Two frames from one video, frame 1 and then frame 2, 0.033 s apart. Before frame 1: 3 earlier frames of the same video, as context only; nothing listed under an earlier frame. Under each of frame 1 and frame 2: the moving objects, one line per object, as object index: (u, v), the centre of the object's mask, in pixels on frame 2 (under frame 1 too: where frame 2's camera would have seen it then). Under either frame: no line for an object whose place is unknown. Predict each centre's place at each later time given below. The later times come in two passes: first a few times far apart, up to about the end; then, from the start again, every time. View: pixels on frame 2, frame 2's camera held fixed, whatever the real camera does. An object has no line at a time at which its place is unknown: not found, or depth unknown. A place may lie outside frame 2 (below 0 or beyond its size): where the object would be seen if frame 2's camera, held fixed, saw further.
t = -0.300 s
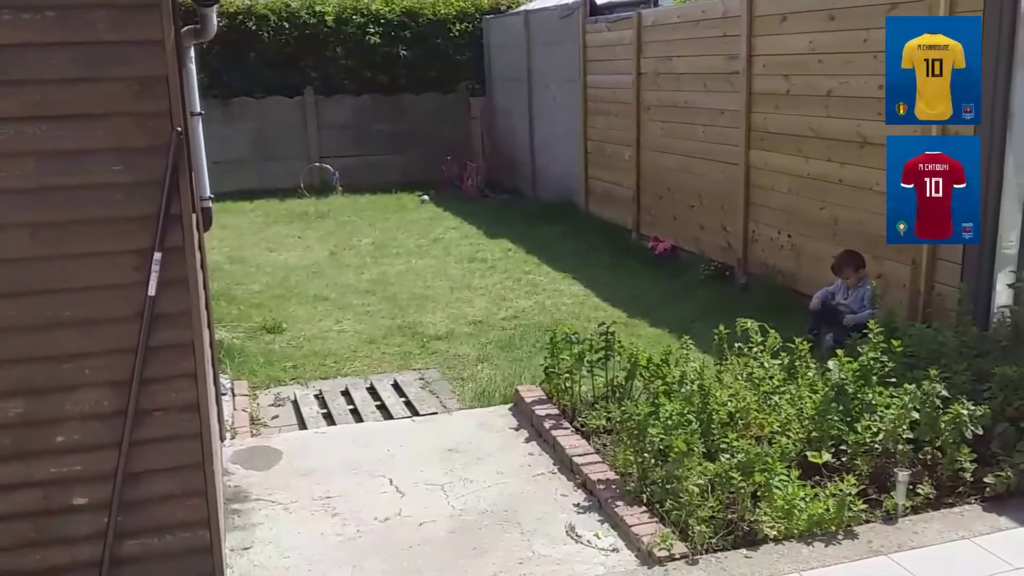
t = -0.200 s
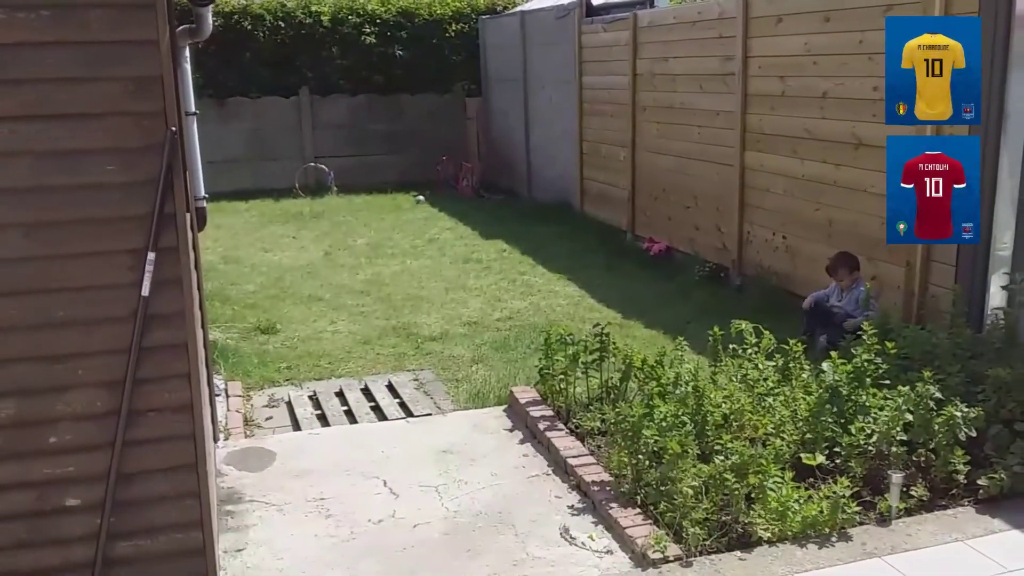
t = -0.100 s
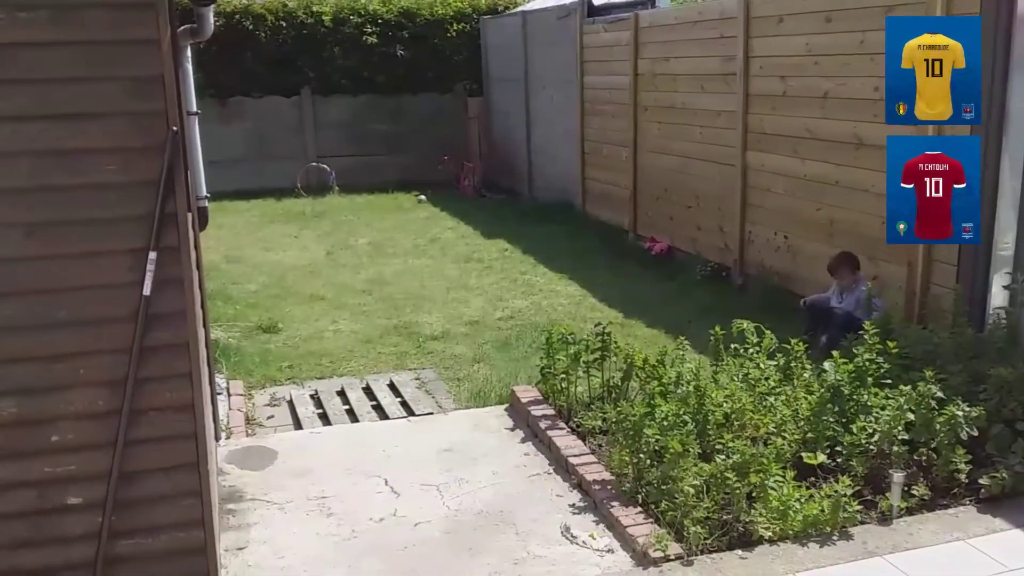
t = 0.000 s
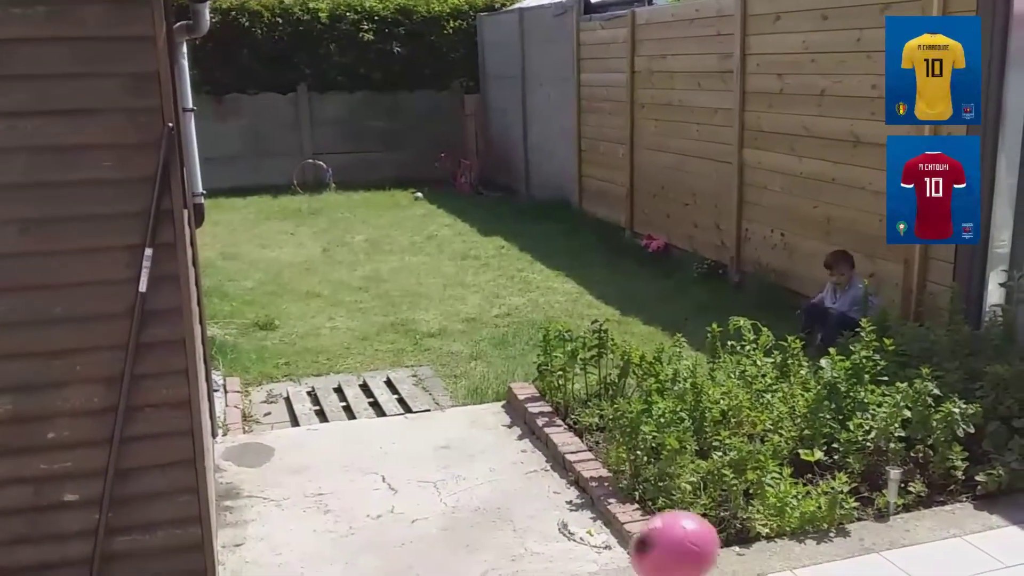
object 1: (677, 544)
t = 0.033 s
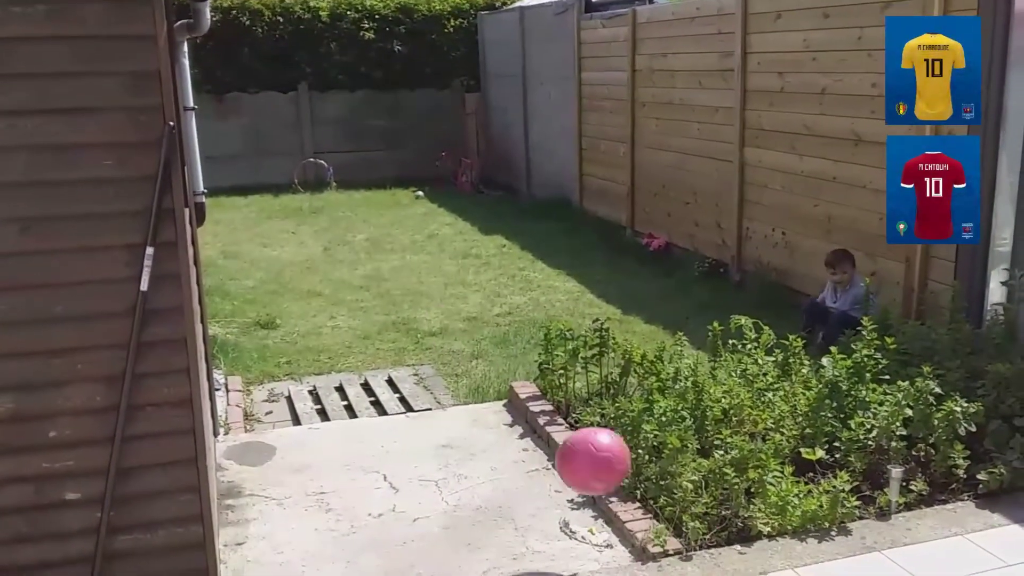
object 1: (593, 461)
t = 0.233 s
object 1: (391, 275)
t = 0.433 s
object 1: (343, 227)
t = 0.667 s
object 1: (324, 155)
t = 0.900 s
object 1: (318, 152)
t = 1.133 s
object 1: (368, 126)
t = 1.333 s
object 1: (424, 132)
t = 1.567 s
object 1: (494, 179)
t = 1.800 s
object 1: (529, 181)
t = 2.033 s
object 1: (535, 175)
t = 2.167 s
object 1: (527, 191)
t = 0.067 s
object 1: (534, 400)
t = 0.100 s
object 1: (489, 357)
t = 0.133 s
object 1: (455, 326)
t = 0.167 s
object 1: (428, 303)
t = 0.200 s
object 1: (407, 287)
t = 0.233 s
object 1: (391, 275)
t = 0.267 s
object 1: (378, 267)
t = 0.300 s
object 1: (367, 262)
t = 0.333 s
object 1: (359, 260)
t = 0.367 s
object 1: (352, 260)
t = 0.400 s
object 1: (347, 247)
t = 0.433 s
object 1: (343, 227)
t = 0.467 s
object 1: (339, 210)
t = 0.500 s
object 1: (336, 196)
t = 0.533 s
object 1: (333, 184)
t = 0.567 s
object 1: (330, 174)
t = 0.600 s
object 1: (328, 166)
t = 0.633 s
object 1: (325, 160)
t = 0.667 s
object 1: (324, 155)
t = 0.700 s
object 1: (323, 151)
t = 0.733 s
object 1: (321, 149)
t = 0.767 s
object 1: (320, 149)
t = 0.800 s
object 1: (319, 149)
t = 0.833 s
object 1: (318, 150)
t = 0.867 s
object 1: (317, 151)
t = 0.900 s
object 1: (318, 152)
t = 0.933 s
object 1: (318, 153)
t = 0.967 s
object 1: (321, 151)
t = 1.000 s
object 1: (333, 139)
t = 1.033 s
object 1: (341, 135)
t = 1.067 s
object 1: (350, 132)
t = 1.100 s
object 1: (359, 129)
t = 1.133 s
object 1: (368, 126)
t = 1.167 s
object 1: (377, 126)
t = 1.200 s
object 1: (386, 125)
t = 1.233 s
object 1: (395, 126)
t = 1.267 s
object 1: (405, 127)
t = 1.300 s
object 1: (414, 129)
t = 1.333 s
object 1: (424, 132)
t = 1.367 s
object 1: (433, 136)
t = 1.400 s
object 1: (444, 141)
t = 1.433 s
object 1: (452, 146)
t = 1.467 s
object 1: (462, 153)
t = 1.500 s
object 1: (473, 161)
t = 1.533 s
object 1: (483, 169)
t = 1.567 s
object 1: (494, 179)
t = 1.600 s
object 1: (507, 188)
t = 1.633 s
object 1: (518, 197)
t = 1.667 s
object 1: (521, 193)
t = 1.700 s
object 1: (522, 189)
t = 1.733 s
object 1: (526, 184)
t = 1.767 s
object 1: (529, 182)
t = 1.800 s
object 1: (529, 181)
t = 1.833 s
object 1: (533, 176)
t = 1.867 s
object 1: (535, 175)
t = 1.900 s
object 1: (537, 174)
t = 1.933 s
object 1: (537, 174)
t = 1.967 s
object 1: (537, 174)
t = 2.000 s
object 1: (536, 174)
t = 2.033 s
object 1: (535, 175)
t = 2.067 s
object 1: (532, 179)
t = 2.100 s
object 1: (530, 182)
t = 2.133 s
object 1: (529, 186)
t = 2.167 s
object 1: (527, 191)
